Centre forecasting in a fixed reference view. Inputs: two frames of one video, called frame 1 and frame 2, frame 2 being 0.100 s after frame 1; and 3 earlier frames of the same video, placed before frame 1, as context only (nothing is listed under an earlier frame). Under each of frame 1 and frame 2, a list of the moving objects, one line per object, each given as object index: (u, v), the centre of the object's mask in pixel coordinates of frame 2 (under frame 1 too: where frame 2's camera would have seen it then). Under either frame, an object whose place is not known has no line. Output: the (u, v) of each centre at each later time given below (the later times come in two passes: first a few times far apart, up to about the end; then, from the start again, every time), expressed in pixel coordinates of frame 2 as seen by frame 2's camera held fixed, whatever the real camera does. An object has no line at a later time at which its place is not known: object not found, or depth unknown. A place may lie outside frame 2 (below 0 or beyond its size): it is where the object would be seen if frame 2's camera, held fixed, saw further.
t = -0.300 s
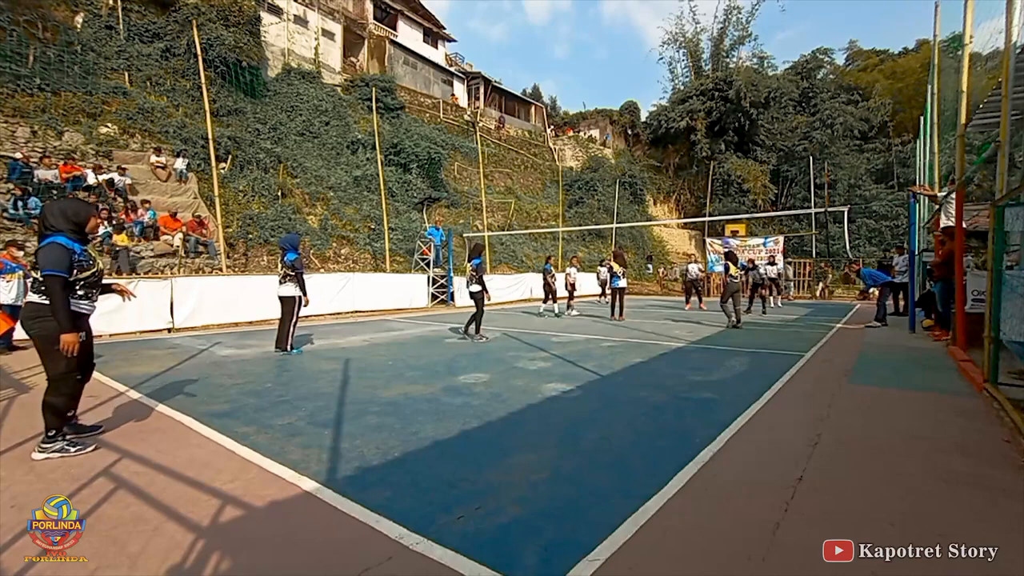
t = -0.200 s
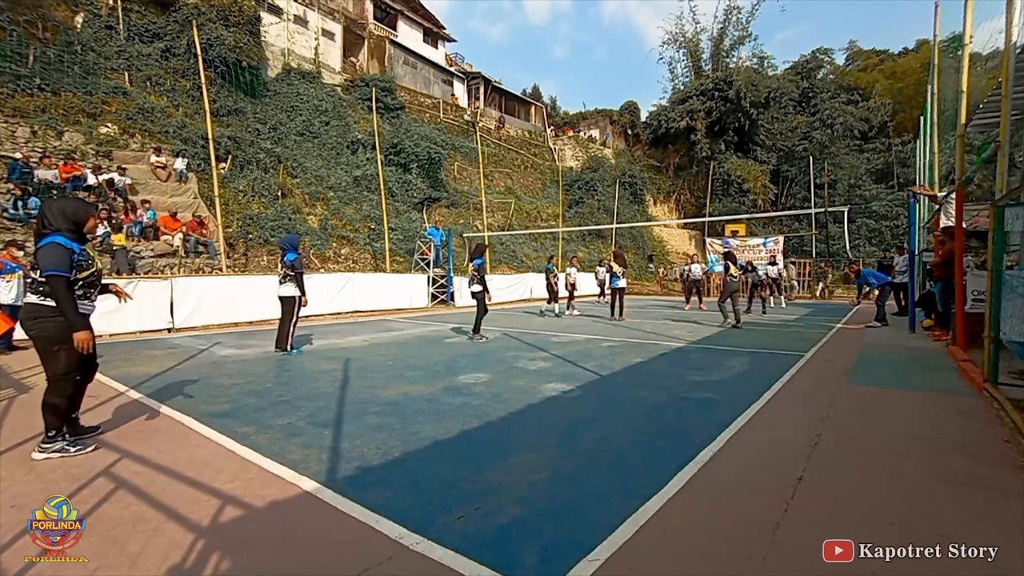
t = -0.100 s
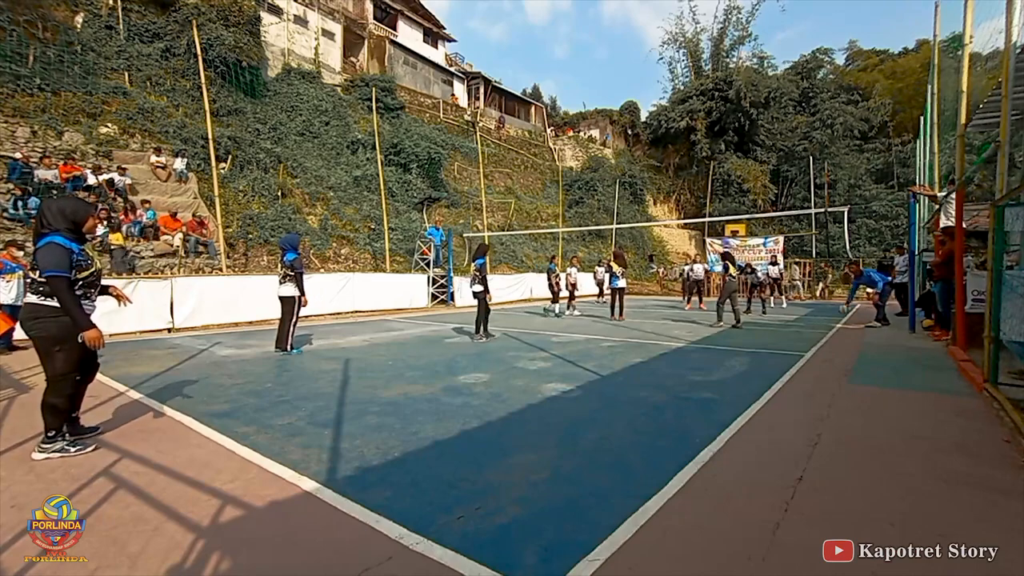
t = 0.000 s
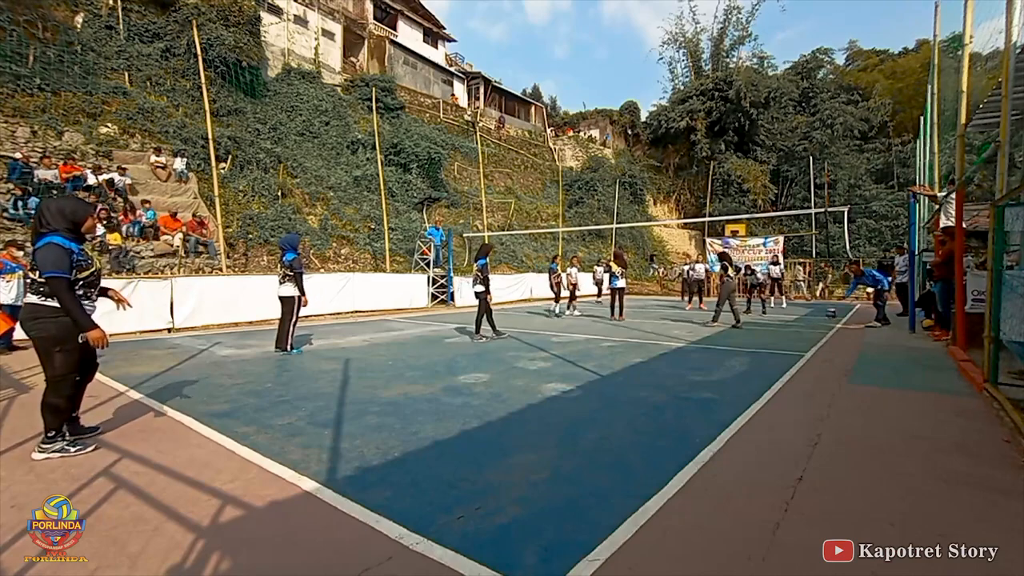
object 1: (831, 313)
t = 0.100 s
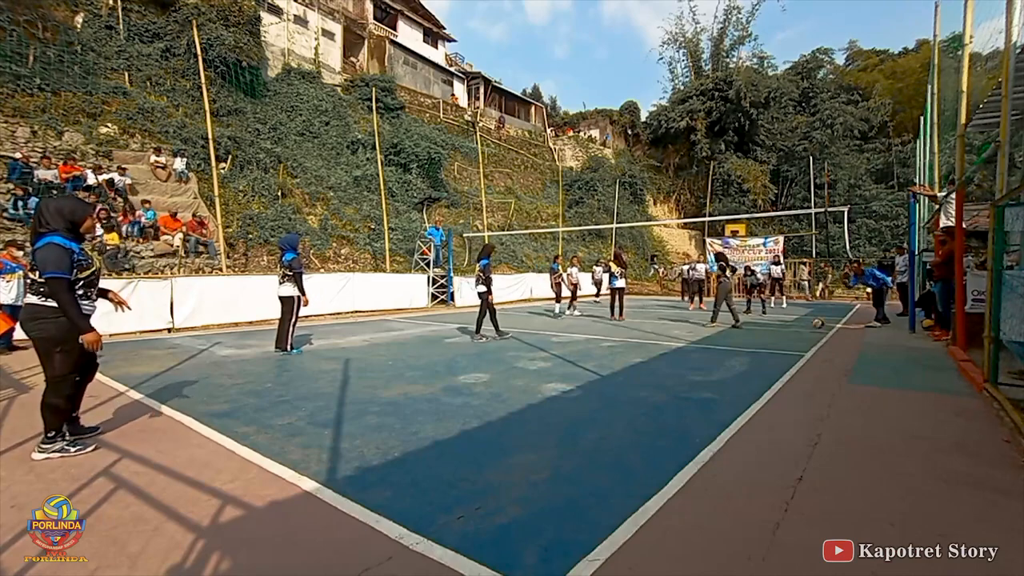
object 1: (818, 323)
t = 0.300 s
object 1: (796, 323)
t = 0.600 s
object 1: (761, 335)
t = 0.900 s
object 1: (716, 347)
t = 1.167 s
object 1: (662, 362)
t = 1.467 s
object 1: (580, 380)
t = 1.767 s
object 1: (460, 411)
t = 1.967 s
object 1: (343, 439)
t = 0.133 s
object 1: (813, 328)
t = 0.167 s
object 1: (810, 327)
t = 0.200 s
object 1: (807, 326)
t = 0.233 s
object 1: (803, 324)
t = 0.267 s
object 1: (800, 323)
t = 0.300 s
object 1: (796, 323)
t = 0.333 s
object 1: (794, 324)
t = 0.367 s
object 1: (789, 325)
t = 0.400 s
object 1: (786, 327)
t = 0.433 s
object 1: (782, 330)
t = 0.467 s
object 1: (778, 335)
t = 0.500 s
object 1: (774, 338)
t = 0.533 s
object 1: (770, 336)
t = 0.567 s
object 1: (766, 336)
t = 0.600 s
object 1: (761, 335)
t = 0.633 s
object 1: (757, 336)
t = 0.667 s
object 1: (753, 338)
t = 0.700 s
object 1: (748, 340)
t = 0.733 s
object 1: (743, 344)
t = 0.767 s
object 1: (738, 347)
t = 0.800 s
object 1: (733, 345)
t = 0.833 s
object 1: (727, 345)
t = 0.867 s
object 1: (723, 346)
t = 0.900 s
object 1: (716, 347)
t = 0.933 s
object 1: (711, 350)
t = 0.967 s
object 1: (704, 354)
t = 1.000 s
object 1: (698, 358)
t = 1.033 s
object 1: (692, 356)
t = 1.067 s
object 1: (685, 356)
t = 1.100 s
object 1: (677, 357)
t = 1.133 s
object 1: (670, 360)
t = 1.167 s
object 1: (662, 362)
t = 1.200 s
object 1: (654, 368)
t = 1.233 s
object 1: (647, 367)
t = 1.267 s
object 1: (638, 368)
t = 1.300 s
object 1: (629, 370)
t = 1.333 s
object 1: (620, 373)
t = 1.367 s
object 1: (611, 377)
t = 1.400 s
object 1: (600, 378)
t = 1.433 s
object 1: (591, 379)
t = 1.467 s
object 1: (580, 380)
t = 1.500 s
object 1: (568, 383)
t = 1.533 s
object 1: (557, 388)
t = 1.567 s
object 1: (545, 394)
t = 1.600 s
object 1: (532, 392)
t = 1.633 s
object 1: (519, 392)
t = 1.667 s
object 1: (505, 395)
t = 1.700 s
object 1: (491, 398)
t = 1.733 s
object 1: (476, 405)
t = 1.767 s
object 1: (460, 411)
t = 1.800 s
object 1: (443, 417)
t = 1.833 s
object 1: (425, 418)
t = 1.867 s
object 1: (406, 423)
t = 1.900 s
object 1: (386, 428)
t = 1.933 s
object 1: (365, 435)
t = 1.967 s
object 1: (343, 439)
